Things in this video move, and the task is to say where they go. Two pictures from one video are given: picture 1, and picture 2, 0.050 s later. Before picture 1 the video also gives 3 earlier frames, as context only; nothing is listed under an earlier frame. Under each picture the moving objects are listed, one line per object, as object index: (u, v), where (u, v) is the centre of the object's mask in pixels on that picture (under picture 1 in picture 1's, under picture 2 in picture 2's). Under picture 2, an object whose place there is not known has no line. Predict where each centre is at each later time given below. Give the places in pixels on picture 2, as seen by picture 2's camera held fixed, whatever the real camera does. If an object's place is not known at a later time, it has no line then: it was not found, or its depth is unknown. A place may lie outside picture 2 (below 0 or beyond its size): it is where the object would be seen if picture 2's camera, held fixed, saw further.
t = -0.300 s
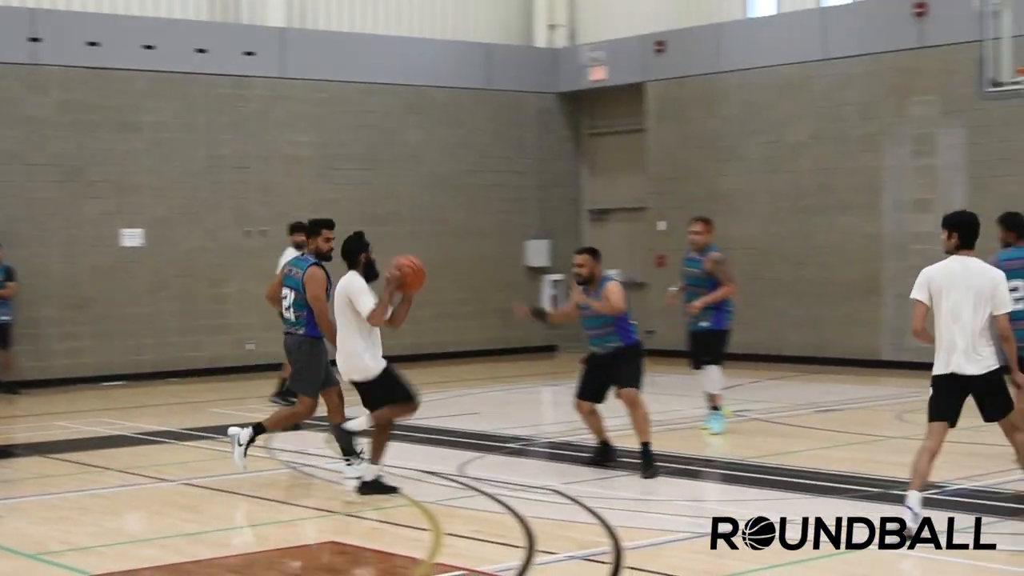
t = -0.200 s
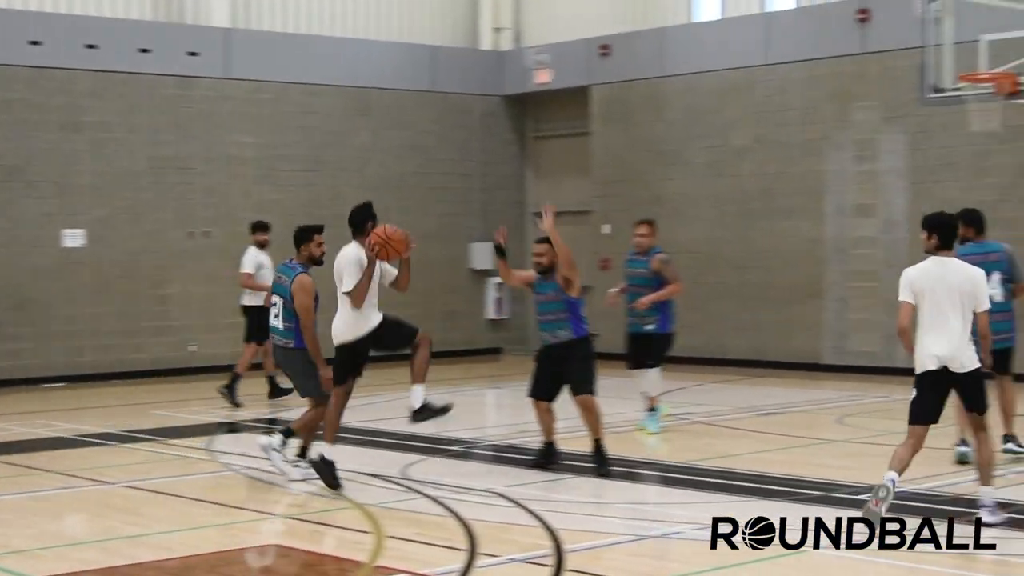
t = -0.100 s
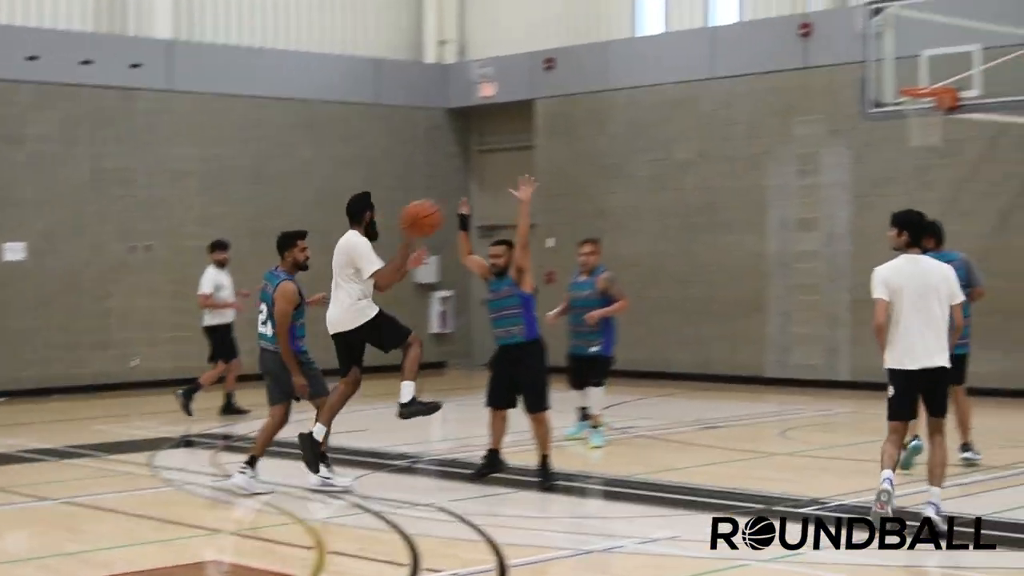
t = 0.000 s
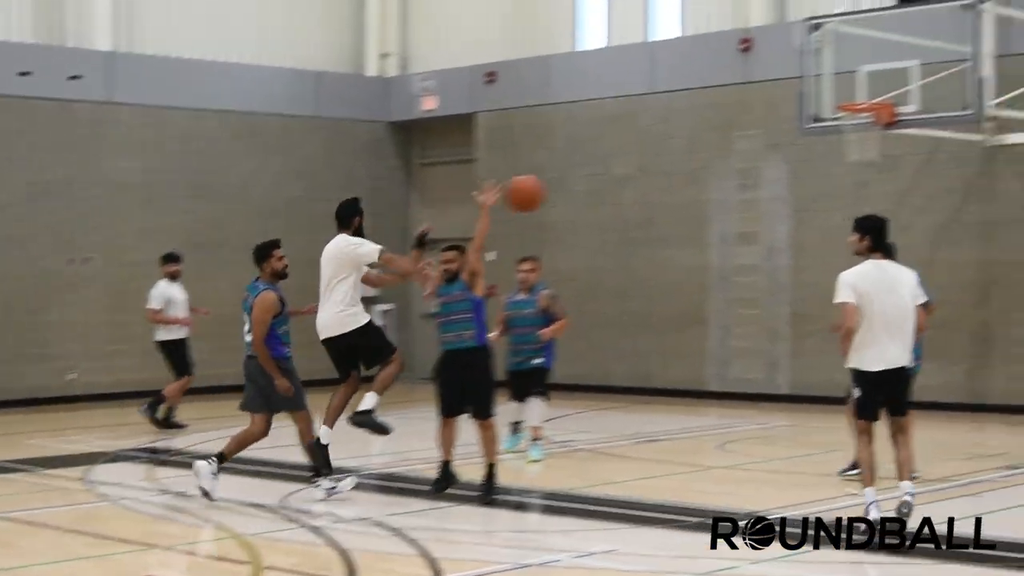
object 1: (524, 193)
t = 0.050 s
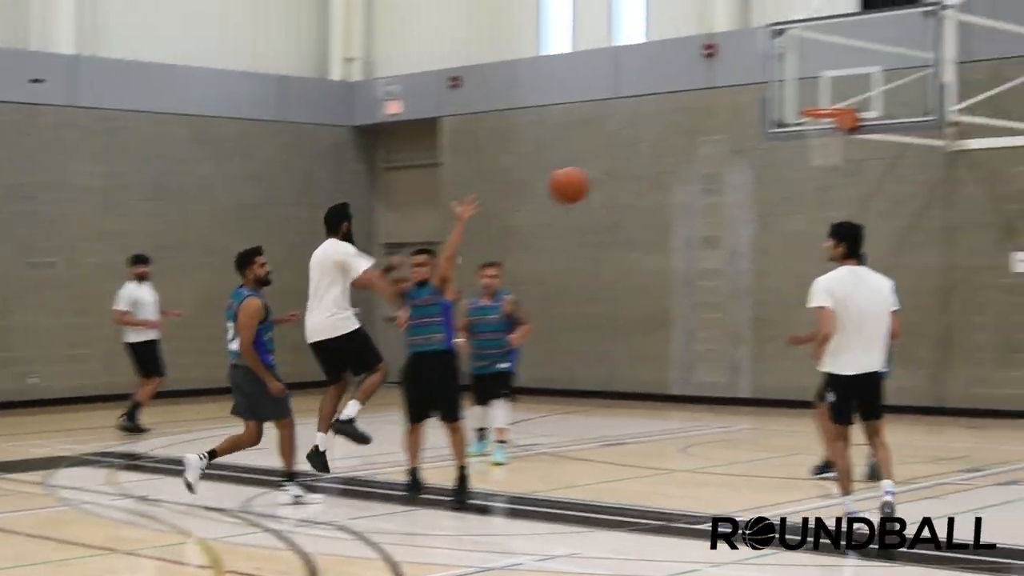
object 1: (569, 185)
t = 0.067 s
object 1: (597, 182)
